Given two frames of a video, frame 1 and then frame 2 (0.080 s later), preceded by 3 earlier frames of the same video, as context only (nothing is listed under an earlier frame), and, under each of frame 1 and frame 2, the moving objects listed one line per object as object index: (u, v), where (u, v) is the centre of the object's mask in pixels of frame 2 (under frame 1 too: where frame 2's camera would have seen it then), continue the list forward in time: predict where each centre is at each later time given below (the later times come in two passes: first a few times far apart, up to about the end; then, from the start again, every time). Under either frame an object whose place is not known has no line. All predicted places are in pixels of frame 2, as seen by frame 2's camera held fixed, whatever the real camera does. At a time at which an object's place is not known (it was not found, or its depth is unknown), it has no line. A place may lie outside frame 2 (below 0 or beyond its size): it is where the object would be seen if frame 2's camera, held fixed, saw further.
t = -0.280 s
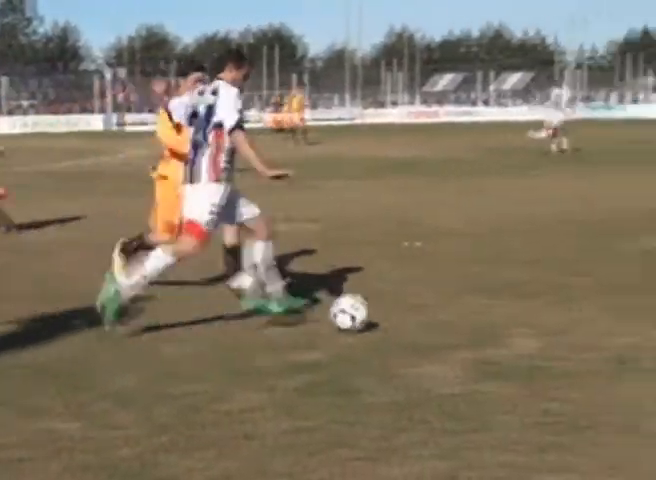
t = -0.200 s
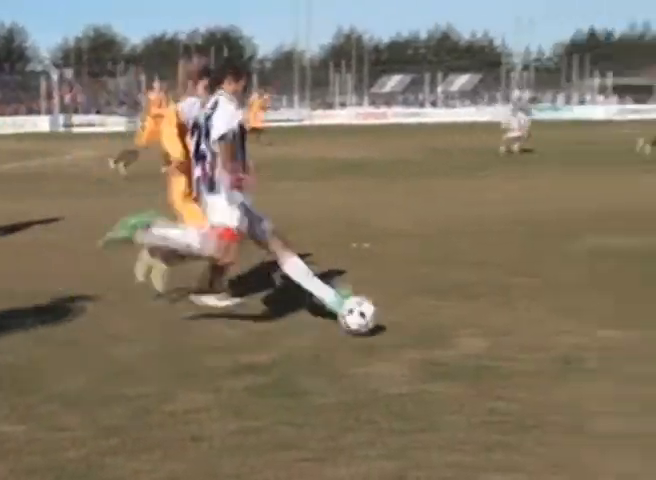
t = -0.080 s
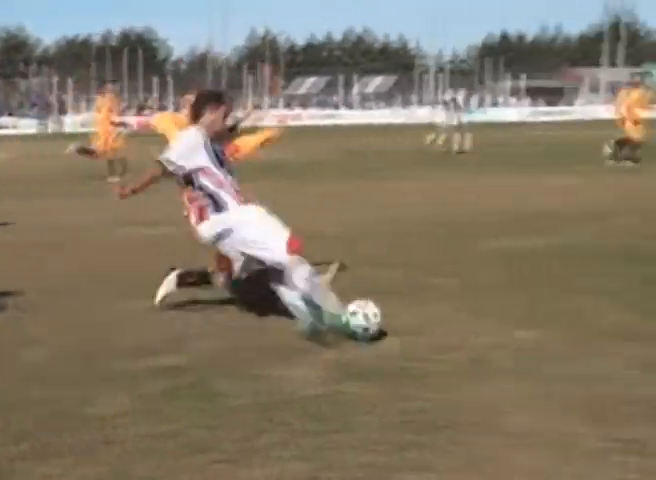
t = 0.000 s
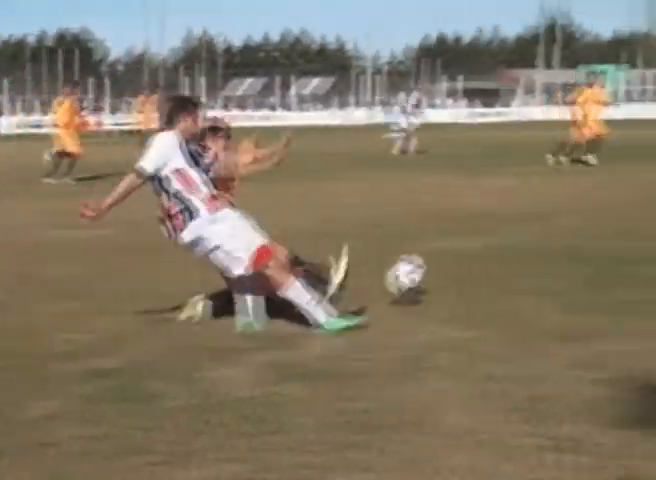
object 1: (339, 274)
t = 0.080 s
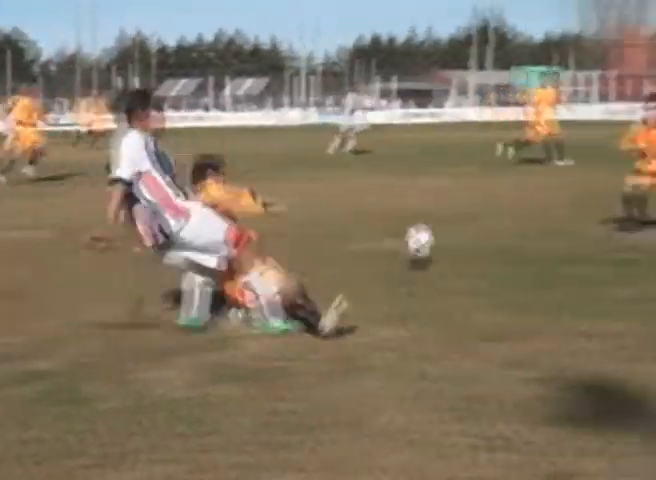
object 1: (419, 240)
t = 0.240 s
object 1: (510, 205)
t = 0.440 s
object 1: (560, 185)
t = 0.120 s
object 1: (449, 228)
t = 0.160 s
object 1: (473, 217)
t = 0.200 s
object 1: (494, 210)
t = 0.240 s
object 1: (510, 205)
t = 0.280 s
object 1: (524, 202)
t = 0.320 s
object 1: (535, 199)
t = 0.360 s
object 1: (545, 198)
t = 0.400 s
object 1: (553, 193)
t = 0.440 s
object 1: (560, 185)
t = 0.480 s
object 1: (565, 179)
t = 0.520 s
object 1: (569, 175)
